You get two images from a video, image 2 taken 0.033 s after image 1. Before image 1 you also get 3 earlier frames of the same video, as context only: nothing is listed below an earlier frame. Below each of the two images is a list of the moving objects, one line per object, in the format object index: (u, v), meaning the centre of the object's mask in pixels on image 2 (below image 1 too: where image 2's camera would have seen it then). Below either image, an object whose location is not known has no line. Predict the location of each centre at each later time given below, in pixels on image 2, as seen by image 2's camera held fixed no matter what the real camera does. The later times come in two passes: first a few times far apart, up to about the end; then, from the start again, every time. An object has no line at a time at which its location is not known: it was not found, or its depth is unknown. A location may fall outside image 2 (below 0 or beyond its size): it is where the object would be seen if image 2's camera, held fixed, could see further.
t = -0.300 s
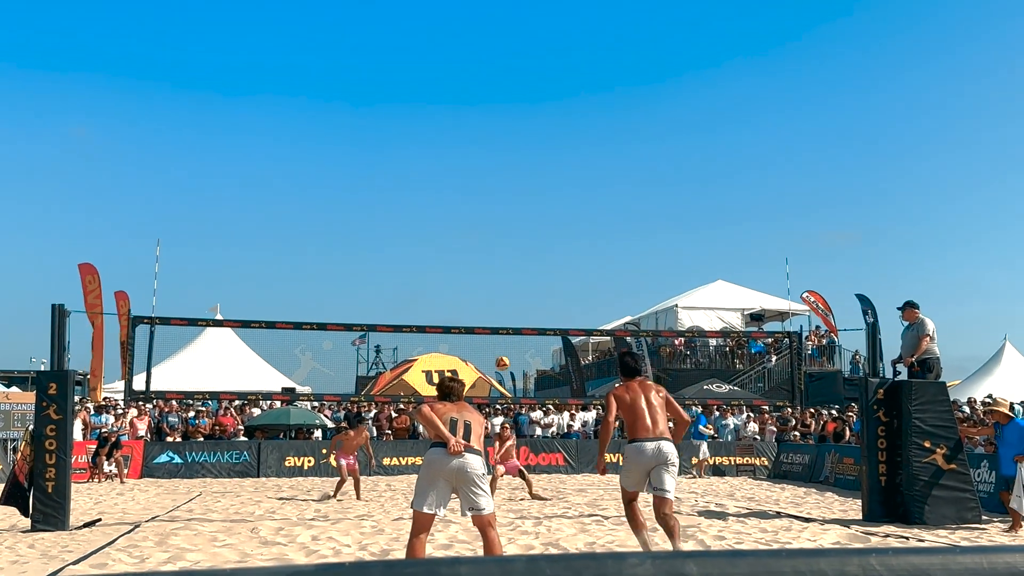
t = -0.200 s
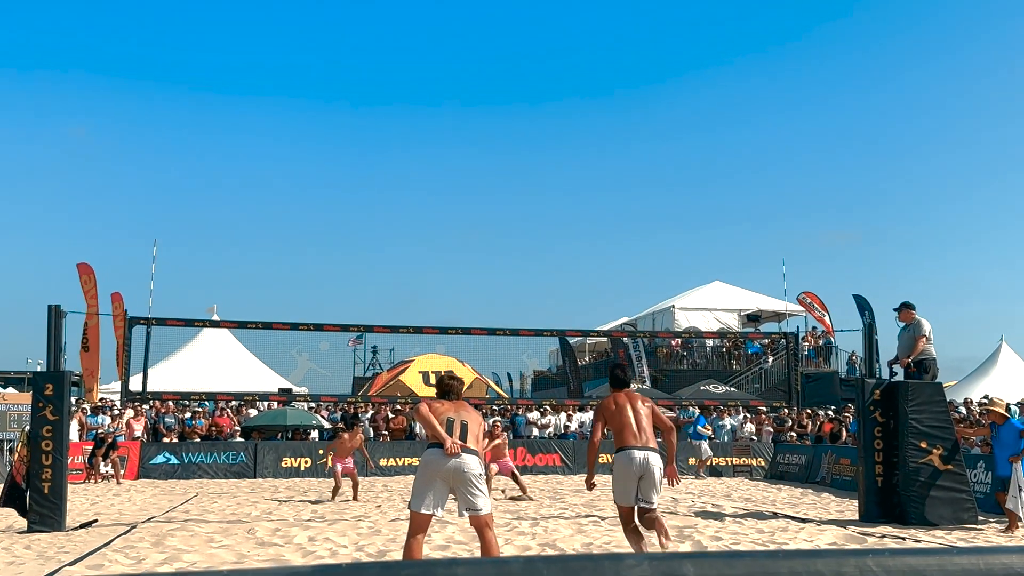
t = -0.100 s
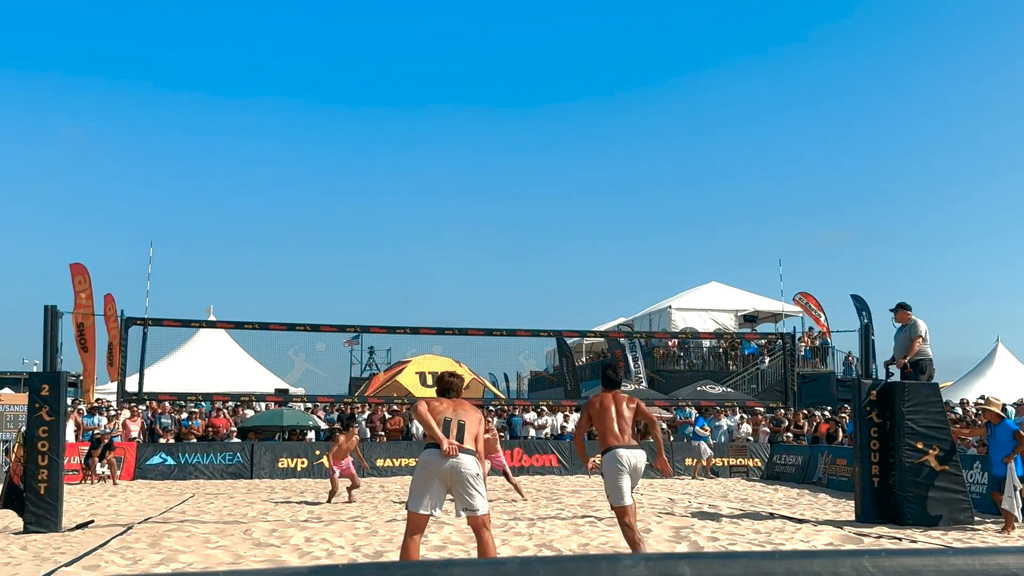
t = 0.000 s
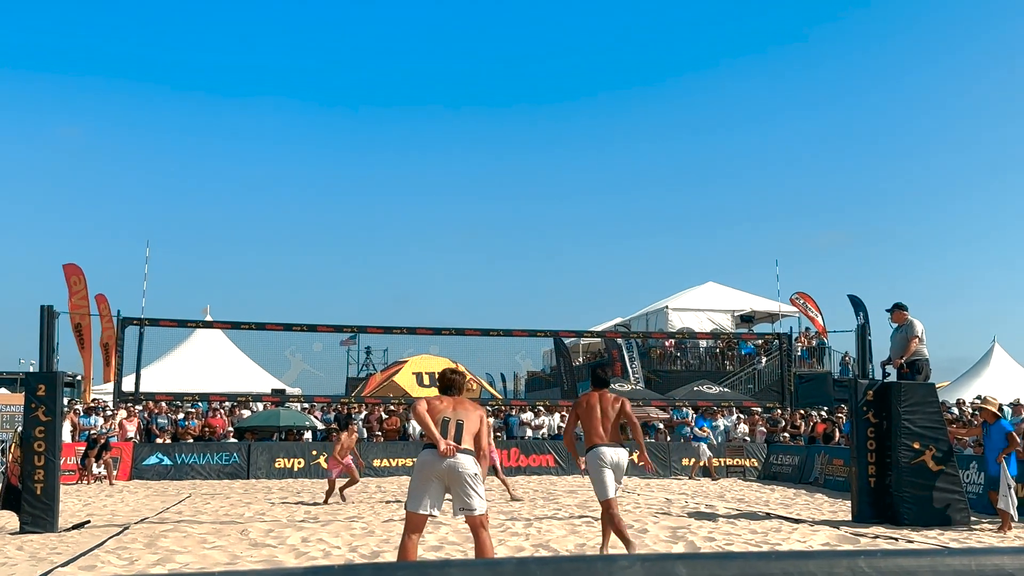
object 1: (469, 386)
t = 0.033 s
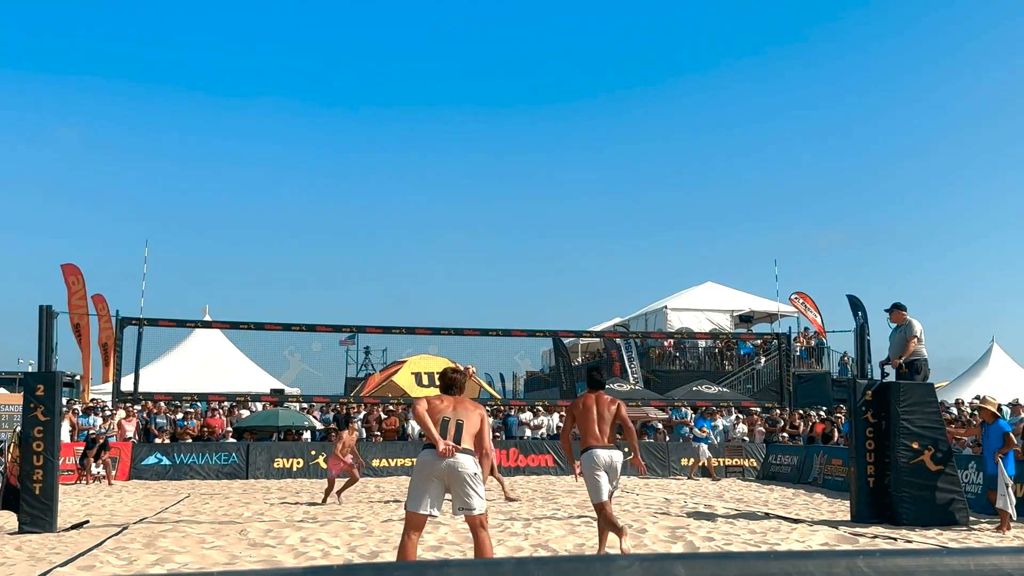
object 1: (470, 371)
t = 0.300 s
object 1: (470, 274)
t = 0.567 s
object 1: (468, 215)
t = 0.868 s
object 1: (464, 198)
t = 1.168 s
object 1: (455, 237)
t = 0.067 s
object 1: (469, 357)
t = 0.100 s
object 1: (469, 344)
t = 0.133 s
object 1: (470, 327)
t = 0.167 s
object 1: (470, 318)
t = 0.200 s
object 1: (470, 306)
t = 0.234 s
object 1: (470, 295)
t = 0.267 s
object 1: (470, 284)
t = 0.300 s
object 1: (470, 274)
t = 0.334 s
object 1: (470, 265)
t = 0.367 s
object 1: (469, 256)
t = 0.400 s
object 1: (469, 248)
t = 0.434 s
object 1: (469, 240)
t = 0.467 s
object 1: (469, 232)
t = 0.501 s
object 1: (469, 226)
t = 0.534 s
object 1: (468, 221)
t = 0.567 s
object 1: (468, 215)
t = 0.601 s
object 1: (468, 211)
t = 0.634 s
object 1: (467, 207)
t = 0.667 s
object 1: (467, 204)
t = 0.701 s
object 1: (466, 201)
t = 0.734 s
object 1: (466, 199)
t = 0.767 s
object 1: (465, 198)
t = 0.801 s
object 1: (465, 197)
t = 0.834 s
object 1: (464, 197)
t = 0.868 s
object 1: (464, 198)
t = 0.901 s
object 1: (463, 200)
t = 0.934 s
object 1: (462, 202)
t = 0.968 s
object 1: (461, 204)
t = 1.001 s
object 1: (460, 208)
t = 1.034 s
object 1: (460, 212)
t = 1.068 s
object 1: (459, 217)
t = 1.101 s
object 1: (458, 223)
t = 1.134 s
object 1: (457, 229)
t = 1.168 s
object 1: (455, 237)
